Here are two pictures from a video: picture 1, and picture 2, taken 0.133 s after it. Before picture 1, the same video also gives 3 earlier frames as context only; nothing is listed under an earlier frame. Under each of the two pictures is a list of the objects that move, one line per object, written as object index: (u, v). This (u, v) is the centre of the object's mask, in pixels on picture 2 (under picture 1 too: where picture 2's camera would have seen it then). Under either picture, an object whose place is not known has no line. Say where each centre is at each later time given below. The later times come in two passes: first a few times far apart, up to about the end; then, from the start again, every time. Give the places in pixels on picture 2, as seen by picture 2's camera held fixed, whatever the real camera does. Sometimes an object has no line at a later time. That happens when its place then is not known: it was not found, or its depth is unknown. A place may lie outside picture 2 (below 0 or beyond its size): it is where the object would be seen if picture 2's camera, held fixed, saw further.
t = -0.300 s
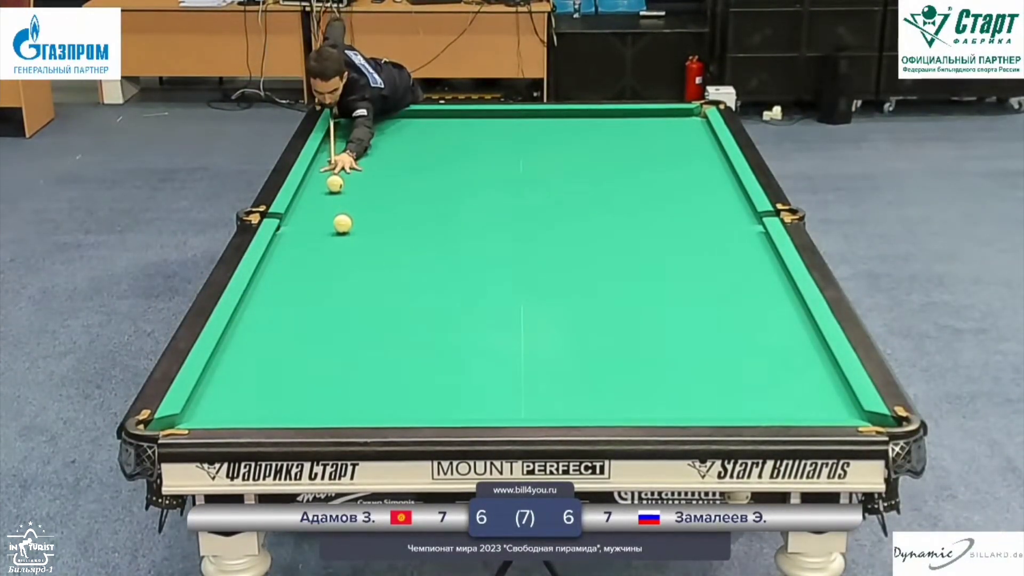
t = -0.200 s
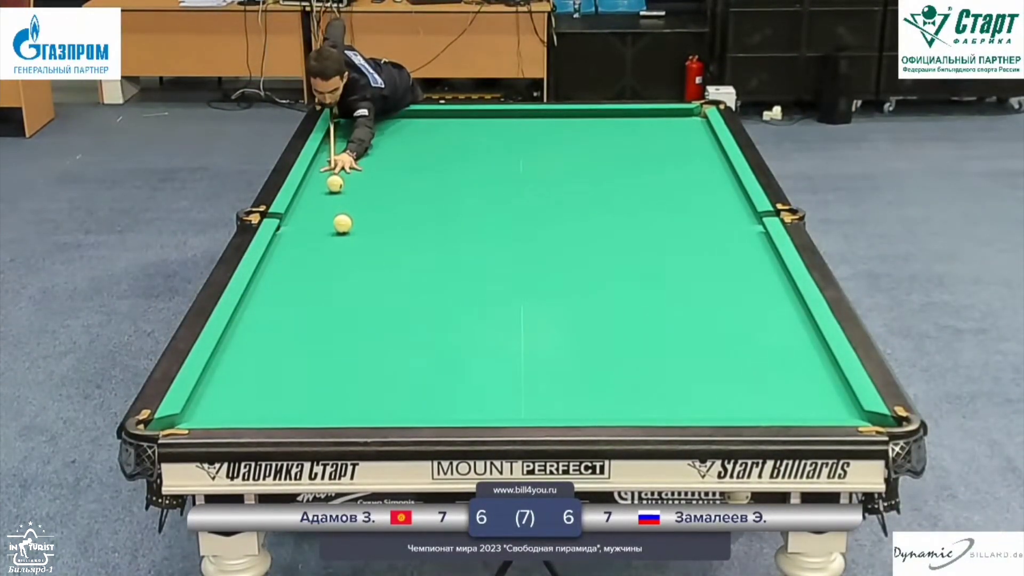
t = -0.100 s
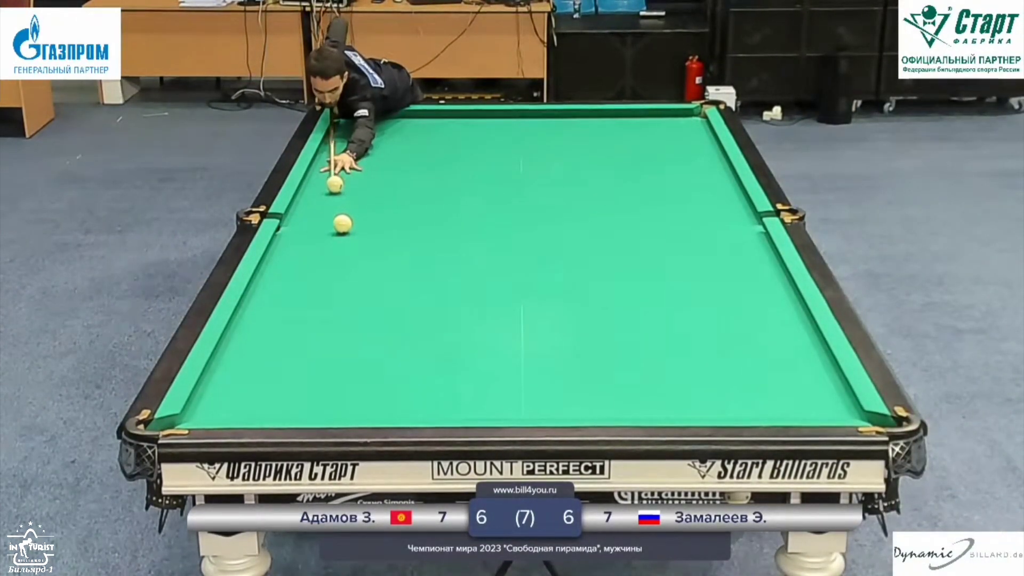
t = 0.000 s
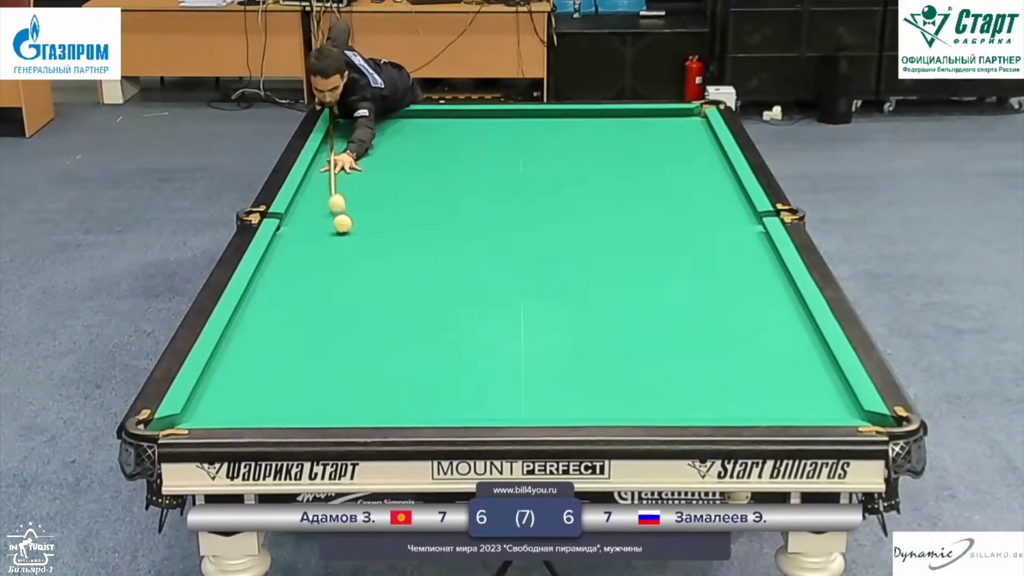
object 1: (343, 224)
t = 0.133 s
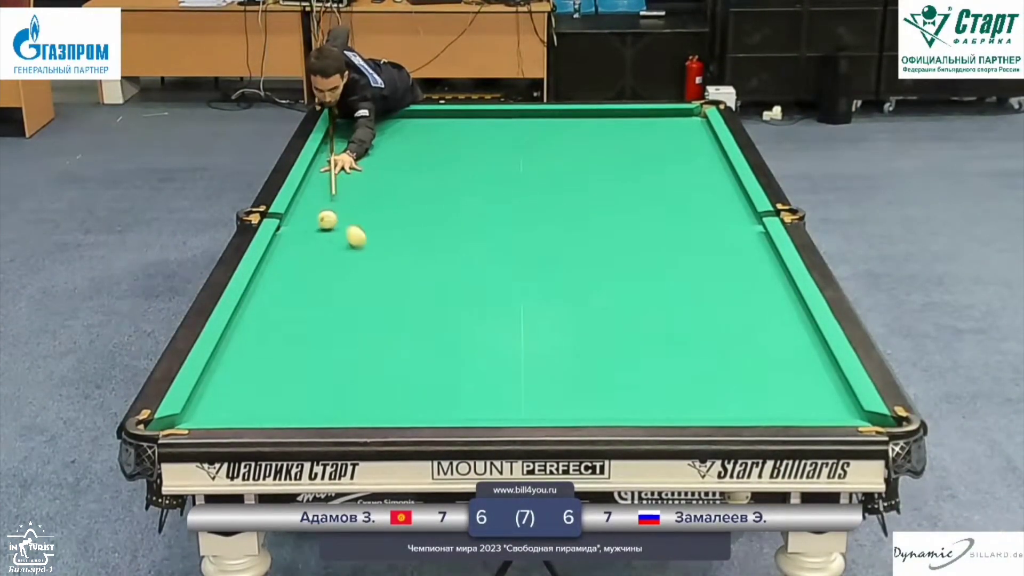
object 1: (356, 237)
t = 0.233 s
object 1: (375, 256)
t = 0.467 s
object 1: (420, 302)
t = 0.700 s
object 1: (469, 351)
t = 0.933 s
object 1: (526, 407)
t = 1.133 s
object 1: (561, 385)
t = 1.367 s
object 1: (595, 354)
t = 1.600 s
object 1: (626, 328)
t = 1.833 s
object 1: (654, 304)
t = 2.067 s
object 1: (679, 282)
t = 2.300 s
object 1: (702, 262)
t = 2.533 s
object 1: (723, 244)
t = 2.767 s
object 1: (742, 228)
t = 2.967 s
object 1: (749, 217)
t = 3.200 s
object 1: (721, 219)
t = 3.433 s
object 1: (695, 221)
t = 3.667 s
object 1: (669, 222)
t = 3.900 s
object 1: (644, 223)
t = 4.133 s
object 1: (620, 225)
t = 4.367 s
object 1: (596, 226)
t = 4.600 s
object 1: (574, 228)
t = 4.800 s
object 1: (555, 229)
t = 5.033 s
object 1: (535, 231)
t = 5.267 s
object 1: (515, 232)
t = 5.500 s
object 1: (496, 233)
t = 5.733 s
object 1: (477, 234)
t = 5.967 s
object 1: (460, 235)
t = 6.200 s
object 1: (444, 236)
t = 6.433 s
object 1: (428, 237)
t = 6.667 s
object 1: (414, 238)
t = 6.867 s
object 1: (401, 239)
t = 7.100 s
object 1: (388, 240)
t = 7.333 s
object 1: (376, 241)
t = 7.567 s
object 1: (365, 242)
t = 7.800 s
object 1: (355, 242)
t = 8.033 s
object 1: (346, 243)
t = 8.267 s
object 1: (338, 244)
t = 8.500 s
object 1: (331, 244)
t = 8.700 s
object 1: (326, 244)
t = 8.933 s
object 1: (321, 245)
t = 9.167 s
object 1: (317, 245)
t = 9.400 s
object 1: (314, 245)
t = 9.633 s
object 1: (312, 245)
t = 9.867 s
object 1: (312, 245)
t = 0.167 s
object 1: (362, 243)
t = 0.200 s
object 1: (369, 250)
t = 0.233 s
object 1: (375, 256)
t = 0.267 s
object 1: (382, 263)
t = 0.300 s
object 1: (388, 270)
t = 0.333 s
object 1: (395, 276)
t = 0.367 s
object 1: (401, 282)
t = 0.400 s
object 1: (407, 289)
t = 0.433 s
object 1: (414, 295)
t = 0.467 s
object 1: (420, 302)
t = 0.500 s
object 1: (426, 309)
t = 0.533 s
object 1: (433, 315)
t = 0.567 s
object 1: (440, 322)
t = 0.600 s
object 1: (447, 329)
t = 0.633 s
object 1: (454, 336)
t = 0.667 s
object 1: (461, 343)
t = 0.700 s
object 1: (469, 351)
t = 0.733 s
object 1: (476, 359)
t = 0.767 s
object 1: (484, 366)
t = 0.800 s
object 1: (492, 375)
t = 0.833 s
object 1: (500, 383)
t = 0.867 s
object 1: (509, 391)
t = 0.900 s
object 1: (517, 400)
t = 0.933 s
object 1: (526, 407)
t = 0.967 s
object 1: (535, 412)
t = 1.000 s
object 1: (541, 408)
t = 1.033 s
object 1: (546, 404)
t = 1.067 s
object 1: (551, 397)
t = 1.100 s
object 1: (556, 391)
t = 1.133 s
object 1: (561, 385)
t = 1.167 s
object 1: (566, 380)
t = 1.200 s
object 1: (571, 375)
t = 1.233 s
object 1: (576, 371)
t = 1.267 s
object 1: (581, 366)
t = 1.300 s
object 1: (586, 362)
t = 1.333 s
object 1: (591, 358)
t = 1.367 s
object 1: (595, 354)
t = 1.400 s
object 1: (600, 350)
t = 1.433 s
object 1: (604, 346)
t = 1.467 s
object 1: (609, 342)
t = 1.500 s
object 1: (613, 338)
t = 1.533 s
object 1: (618, 335)
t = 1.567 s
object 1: (622, 331)
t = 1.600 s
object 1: (626, 328)
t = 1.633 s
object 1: (630, 324)
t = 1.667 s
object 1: (634, 321)
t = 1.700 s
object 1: (638, 317)
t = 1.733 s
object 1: (642, 314)
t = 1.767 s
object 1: (646, 310)
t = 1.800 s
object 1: (650, 307)
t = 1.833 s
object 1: (654, 304)
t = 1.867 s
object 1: (657, 300)
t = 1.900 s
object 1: (661, 297)
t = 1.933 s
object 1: (665, 294)
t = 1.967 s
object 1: (668, 291)
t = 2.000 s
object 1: (672, 288)
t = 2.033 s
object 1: (676, 285)
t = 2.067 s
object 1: (679, 282)
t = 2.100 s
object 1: (682, 279)
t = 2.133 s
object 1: (686, 276)
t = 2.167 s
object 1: (689, 274)
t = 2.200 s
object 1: (692, 271)
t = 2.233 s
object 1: (695, 268)
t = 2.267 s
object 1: (699, 265)
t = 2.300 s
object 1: (702, 262)
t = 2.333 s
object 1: (705, 260)
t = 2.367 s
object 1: (708, 257)
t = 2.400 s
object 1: (711, 255)
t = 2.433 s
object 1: (714, 252)
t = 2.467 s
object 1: (717, 249)
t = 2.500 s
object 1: (720, 247)
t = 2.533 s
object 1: (723, 244)
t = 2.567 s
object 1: (725, 242)
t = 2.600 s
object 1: (728, 240)
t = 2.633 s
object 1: (731, 237)
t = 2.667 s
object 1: (734, 235)
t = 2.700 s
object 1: (736, 232)
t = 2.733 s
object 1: (739, 230)
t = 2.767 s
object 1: (742, 228)
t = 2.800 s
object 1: (744, 225)
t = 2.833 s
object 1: (747, 223)
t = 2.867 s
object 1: (749, 221)
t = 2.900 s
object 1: (752, 219)
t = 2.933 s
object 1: (753, 217)
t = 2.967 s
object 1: (749, 217)
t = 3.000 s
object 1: (745, 218)
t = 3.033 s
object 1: (741, 218)
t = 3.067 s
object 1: (737, 218)
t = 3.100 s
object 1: (733, 219)
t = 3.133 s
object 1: (729, 219)
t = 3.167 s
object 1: (725, 219)
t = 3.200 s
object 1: (721, 219)
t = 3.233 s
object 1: (717, 219)
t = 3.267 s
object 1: (714, 220)
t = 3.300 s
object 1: (710, 220)
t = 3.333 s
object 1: (706, 220)
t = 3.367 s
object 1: (702, 220)
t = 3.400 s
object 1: (698, 220)
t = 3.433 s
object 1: (695, 221)
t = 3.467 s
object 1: (691, 221)
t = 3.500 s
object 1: (687, 221)
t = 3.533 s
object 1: (683, 221)
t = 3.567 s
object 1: (680, 221)
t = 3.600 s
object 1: (676, 222)
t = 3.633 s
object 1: (673, 222)
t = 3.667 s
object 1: (669, 222)
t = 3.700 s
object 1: (665, 222)
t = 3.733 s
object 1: (662, 223)
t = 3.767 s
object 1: (658, 223)
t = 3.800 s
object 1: (654, 223)
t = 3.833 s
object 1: (651, 223)
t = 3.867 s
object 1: (647, 223)
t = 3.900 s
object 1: (644, 223)
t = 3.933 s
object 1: (640, 224)
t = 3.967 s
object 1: (637, 224)
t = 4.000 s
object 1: (633, 224)
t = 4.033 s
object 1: (630, 224)
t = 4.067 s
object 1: (626, 225)
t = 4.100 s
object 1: (623, 225)
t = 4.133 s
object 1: (620, 225)
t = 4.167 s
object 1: (616, 225)
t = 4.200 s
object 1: (613, 226)
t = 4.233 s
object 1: (610, 226)
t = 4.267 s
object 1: (606, 226)
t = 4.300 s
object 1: (603, 226)
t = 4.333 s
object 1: (599, 226)
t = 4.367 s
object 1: (596, 226)
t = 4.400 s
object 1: (593, 227)
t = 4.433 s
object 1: (590, 227)
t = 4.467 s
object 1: (587, 227)
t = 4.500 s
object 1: (584, 227)
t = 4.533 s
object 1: (580, 228)
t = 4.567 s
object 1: (577, 228)
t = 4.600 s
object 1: (574, 228)
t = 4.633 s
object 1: (571, 228)
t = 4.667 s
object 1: (568, 228)
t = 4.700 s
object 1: (565, 228)
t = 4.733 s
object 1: (562, 229)
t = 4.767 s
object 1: (559, 229)
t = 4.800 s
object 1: (555, 229)
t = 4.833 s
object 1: (552, 229)
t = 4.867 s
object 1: (549, 229)
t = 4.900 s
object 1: (547, 230)
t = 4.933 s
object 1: (543, 230)
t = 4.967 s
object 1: (540, 230)
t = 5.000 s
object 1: (537, 230)
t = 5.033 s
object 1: (535, 231)
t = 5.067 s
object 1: (532, 231)
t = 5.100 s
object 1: (529, 231)
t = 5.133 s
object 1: (526, 231)
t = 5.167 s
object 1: (523, 231)
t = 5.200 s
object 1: (520, 231)
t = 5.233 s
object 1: (518, 232)
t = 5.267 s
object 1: (515, 232)
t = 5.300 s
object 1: (512, 232)
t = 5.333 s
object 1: (509, 232)
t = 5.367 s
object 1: (506, 232)
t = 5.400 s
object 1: (504, 232)
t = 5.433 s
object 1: (501, 233)
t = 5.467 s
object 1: (498, 233)
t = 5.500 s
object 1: (496, 233)
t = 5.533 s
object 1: (493, 233)
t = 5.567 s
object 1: (490, 233)
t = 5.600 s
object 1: (488, 233)
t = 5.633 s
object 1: (485, 234)
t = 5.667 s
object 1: (483, 234)
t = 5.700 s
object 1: (480, 234)
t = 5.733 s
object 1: (477, 234)
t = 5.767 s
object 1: (475, 234)
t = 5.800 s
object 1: (473, 234)
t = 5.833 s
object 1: (470, 235)
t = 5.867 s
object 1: (468, 235)
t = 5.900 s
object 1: (465, 235)
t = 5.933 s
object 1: (463, 235)
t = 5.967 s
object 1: (460, 235)
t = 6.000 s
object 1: (458, 235)
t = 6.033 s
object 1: (456, 235)
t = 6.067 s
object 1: (453, 236)
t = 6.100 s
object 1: (451, 236)
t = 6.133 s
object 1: (449, 236)
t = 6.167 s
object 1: (446, 236)
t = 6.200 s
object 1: (444, 236)
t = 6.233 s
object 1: (442, 236)
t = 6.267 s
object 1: (439, 237)
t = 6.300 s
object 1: (437, 237)
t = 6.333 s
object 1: (435, 237)
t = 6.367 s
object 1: (433, 237)
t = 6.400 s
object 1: (430, 237)
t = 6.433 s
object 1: (428, 237)
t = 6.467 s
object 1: (426, 238)
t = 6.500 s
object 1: (424, 238)
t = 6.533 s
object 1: (422, 238)
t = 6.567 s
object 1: (420, 238)
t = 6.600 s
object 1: (418, 238)
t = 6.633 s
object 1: (416, 238)
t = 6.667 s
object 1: (414, 238)
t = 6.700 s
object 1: (411, 238)
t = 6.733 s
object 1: (409, 239)
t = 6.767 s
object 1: (407, 239)
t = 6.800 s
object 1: (405, 239)
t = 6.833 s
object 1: (403, 239)
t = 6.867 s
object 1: (401, 239)
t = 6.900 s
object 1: (400, 239)
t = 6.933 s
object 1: (398, 239)
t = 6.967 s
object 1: (396, 239)
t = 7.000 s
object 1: (394, 240)
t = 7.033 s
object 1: (392, 240)
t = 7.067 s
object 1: (390, 240)
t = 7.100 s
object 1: (388, 240)
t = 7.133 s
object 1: (387, 240)
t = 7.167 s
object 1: (385, 240)
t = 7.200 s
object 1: (383, 241)
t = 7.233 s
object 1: (381, 241)
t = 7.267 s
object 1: (380, 241)
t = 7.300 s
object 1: (378, 241)
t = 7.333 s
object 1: (376, 241)
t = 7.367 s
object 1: (375, 241)
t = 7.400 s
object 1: (373, 241)
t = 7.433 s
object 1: (372, 241)
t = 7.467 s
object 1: (370, 241)
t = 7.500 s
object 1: (368, 241)
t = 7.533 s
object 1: (367, 242)
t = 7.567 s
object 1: (365, 242)
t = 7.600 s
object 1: (364, 242)
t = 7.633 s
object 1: (362, 242)
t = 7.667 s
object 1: (361, 242)
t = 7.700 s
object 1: (360, 242)
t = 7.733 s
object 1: (358, 242)
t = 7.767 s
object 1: (357, 242)
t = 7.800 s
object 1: (355, 242)
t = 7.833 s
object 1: (354, 243)
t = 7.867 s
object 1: (353, 243)
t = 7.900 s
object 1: (351, 243)
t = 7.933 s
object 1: (350, 243)
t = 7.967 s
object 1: (349, 243)
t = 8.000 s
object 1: (347, 243)
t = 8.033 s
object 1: (346, 243)
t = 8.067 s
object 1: (345, 243)
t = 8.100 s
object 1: (344, 243)
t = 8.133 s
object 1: (343, 243)
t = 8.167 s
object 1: (342, 243)
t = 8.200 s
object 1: (341, 243)
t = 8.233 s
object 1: (339, 244)
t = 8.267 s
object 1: (338, 244)
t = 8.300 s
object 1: (337, 244)
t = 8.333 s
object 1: (336, 244)
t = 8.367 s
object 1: (335, 244)
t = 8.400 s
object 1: (334, 244)
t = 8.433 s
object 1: (333, 244)
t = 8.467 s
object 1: (332, 244)
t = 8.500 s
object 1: (331, 244)
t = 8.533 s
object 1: (330, 244)
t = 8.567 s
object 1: (329, 244)
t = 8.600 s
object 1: (329, 244)
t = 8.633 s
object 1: (328, 244)
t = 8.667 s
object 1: (327, 244)
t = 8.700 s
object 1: (326, 244)
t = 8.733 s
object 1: (325, 244)
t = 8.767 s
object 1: (325, 244)
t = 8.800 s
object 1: (324, 245)
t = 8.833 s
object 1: (323, 245)
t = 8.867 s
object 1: (323, 244)
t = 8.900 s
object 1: (322, 245)
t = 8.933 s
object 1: (321, 245)
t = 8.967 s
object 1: (321, 245)
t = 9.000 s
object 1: (320, 245)
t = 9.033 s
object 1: (319, 245)
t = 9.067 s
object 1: (319, 245)
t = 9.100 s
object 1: (318, 244)
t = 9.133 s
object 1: (318, 245)
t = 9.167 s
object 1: (317, 245)
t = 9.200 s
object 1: (317, 245)
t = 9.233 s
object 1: (316, 245)
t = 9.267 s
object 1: (316, 245)
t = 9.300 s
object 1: (315, 245)
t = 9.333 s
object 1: (315, 245)
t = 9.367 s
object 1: (314, 245)
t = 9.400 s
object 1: (314, 245)
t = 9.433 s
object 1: (314, 245)
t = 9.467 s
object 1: (313, 245)
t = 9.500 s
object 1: (313, 245)
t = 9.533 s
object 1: (313, 245)
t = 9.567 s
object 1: (313, 245)
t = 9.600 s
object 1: (312, 245)
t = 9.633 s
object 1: (312, 245)
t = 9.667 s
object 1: (312, 245)
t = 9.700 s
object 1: (312, 245)
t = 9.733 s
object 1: (312, 245)
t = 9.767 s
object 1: (312, 245)
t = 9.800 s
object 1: (312, 245)
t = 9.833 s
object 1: (312, 245)
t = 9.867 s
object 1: (312, 245)
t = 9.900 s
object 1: (312, 245)
